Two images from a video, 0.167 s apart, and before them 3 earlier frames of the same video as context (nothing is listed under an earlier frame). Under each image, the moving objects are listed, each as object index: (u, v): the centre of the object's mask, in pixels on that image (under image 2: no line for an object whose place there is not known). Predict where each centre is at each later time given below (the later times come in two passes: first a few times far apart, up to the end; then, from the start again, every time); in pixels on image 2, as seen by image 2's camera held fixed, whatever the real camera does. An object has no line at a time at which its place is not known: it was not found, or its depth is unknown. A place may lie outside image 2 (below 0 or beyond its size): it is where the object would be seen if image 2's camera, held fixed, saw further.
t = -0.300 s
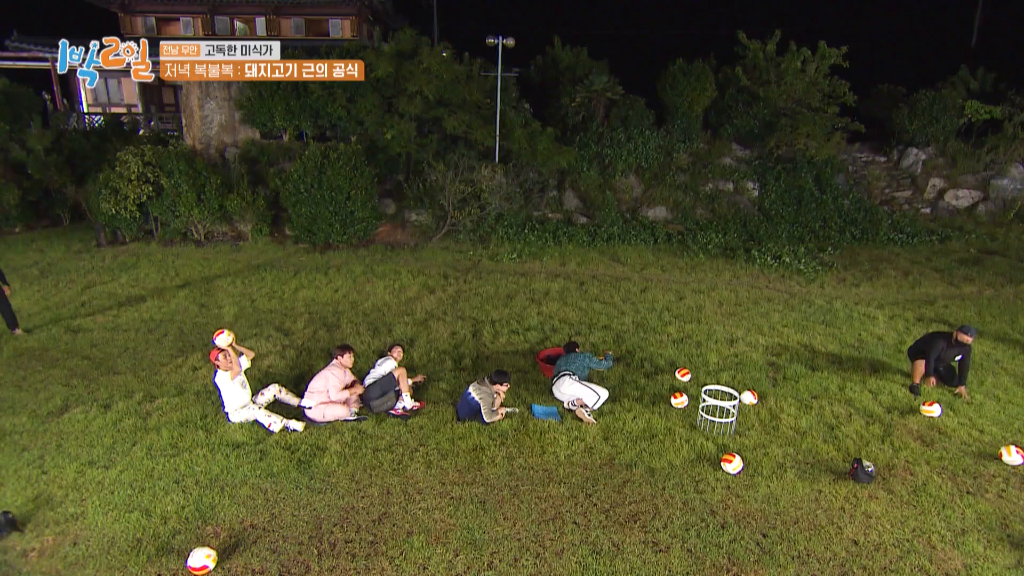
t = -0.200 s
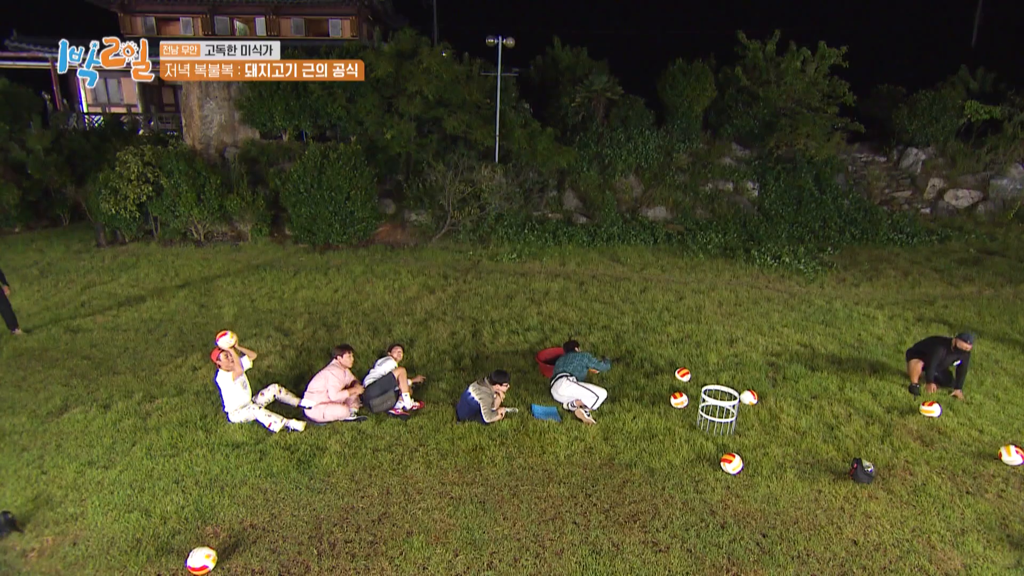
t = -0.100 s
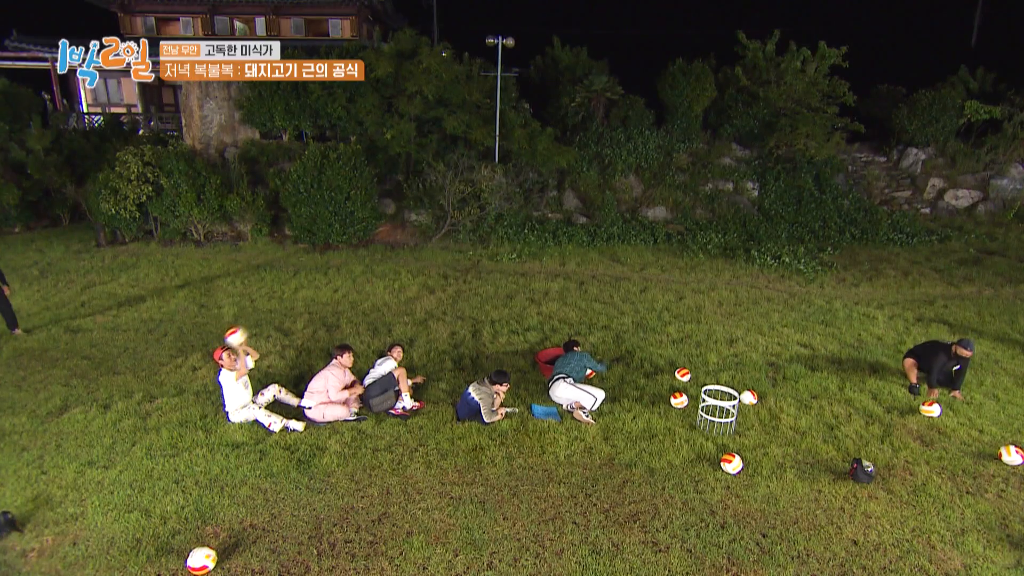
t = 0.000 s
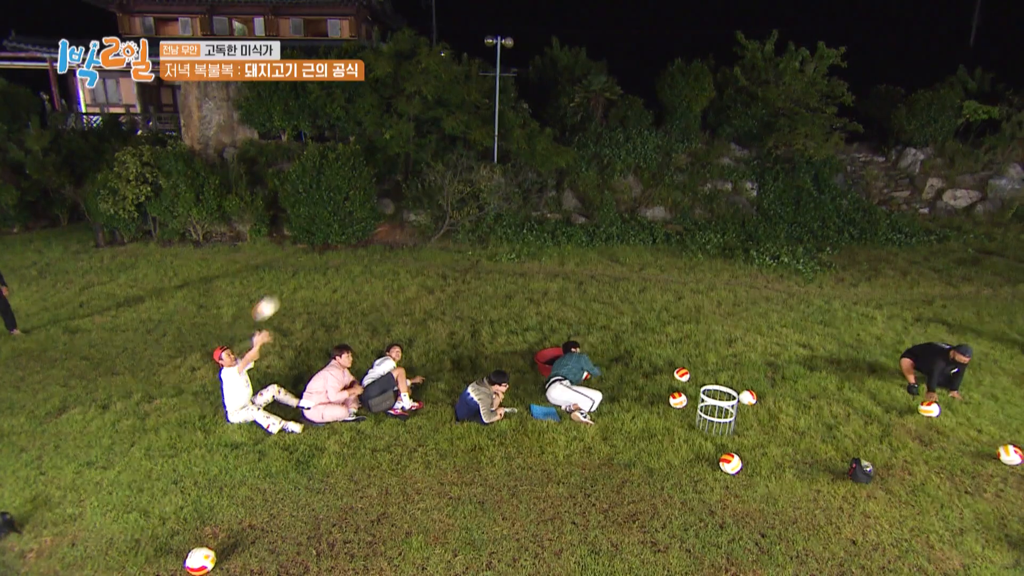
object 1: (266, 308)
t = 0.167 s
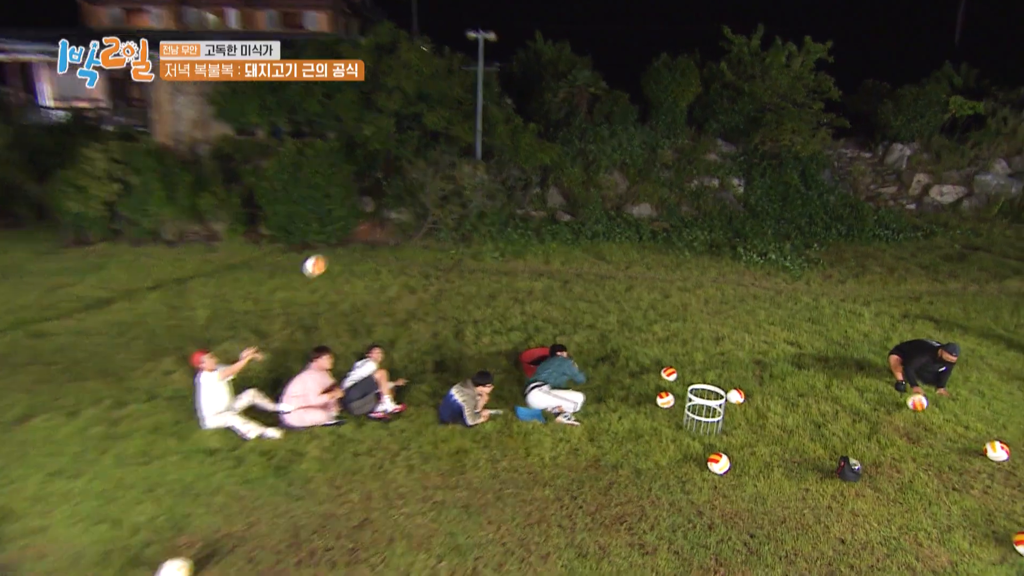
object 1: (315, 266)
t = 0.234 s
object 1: (342, 254)
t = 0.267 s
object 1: (356, 250)
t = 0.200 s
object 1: (329, 260)
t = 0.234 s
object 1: (342, 254)
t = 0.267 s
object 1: (356, 250)
